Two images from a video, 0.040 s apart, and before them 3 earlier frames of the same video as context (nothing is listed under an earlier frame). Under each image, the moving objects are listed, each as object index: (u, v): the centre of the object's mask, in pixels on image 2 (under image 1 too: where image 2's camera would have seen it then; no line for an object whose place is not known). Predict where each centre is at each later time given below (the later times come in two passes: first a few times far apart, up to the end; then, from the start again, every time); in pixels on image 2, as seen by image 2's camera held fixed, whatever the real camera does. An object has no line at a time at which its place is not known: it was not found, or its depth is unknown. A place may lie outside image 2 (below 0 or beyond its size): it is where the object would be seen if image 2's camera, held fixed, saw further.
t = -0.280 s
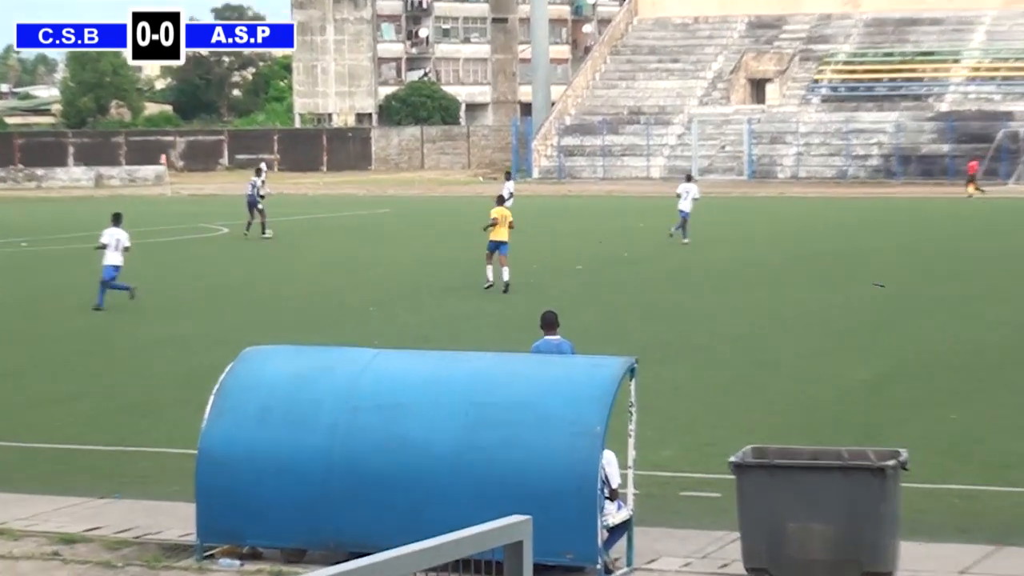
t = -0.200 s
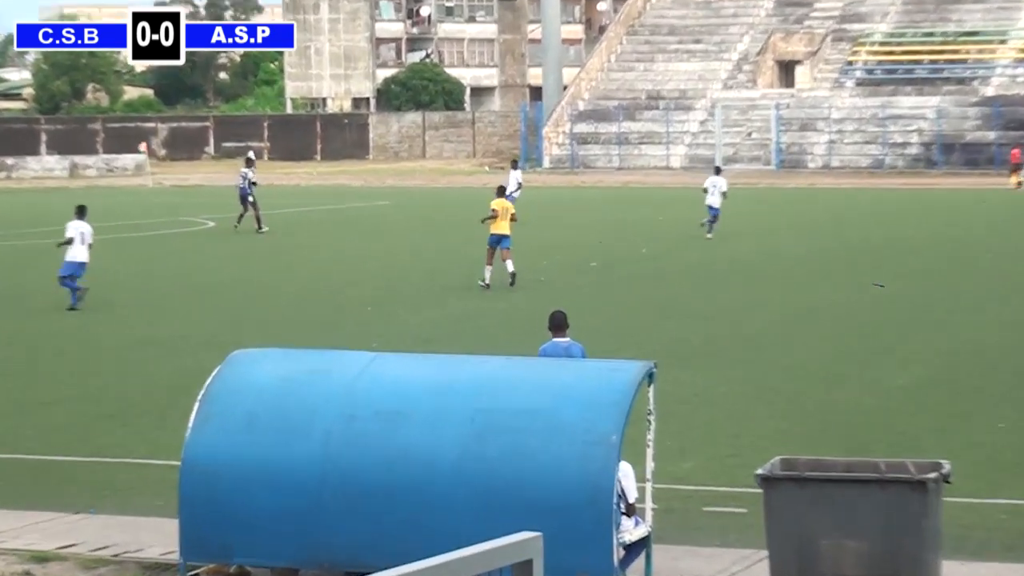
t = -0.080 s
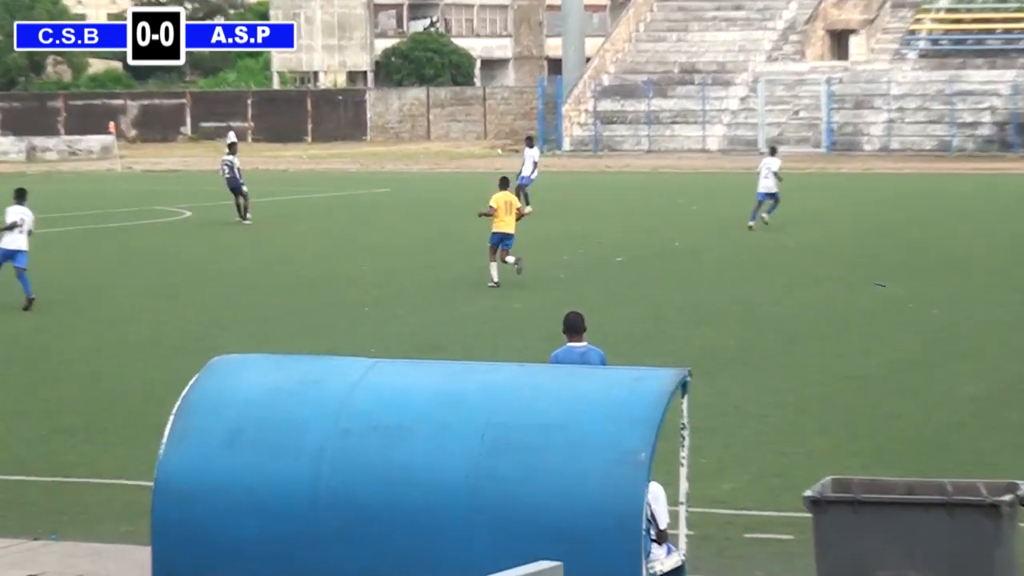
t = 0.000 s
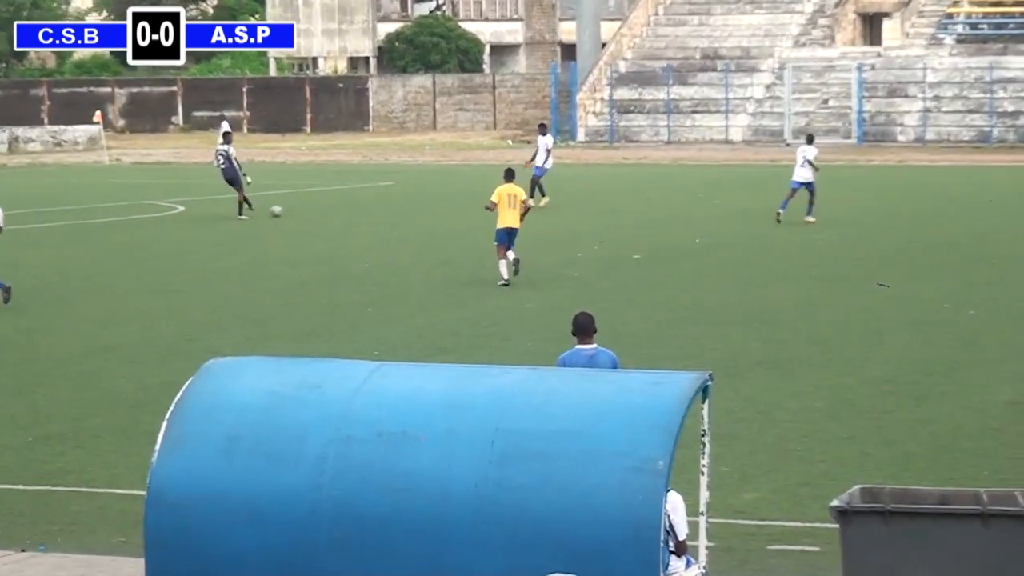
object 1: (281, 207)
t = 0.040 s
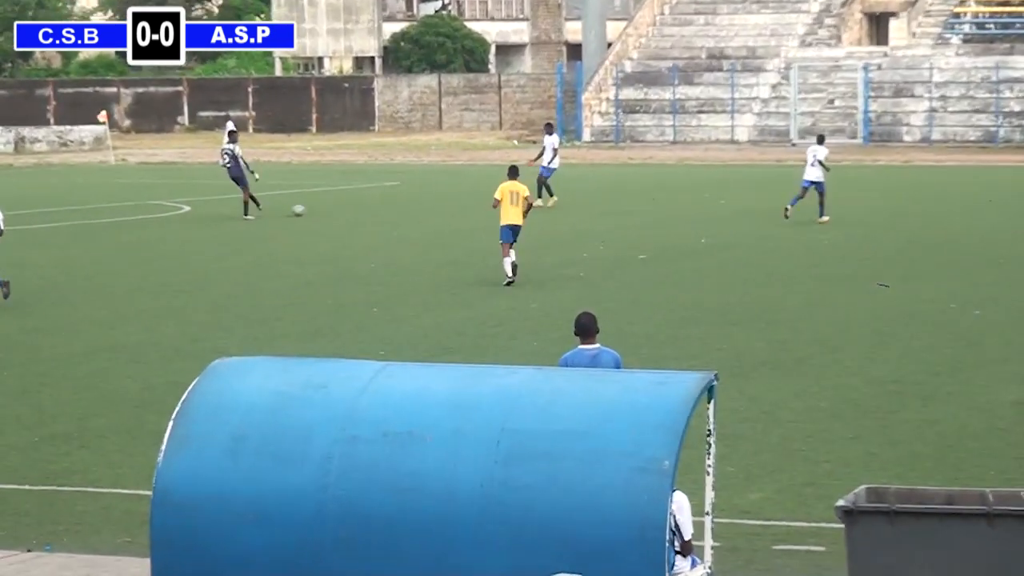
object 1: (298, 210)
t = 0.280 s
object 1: (387, 207)
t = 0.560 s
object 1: (458, 207)
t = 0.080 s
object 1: (314, 209)
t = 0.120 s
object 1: (332, 210)
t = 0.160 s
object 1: (346, 209)
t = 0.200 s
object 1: (360, 207)
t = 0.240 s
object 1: (374, 207)
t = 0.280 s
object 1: (387, 207)
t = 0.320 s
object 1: (399, 206)
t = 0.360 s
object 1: (411, 205)
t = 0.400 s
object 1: (422, 204)
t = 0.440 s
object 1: (432, 205)
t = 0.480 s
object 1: (441, 206)
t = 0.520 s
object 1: (451, 206)
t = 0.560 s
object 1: (458, 207)
